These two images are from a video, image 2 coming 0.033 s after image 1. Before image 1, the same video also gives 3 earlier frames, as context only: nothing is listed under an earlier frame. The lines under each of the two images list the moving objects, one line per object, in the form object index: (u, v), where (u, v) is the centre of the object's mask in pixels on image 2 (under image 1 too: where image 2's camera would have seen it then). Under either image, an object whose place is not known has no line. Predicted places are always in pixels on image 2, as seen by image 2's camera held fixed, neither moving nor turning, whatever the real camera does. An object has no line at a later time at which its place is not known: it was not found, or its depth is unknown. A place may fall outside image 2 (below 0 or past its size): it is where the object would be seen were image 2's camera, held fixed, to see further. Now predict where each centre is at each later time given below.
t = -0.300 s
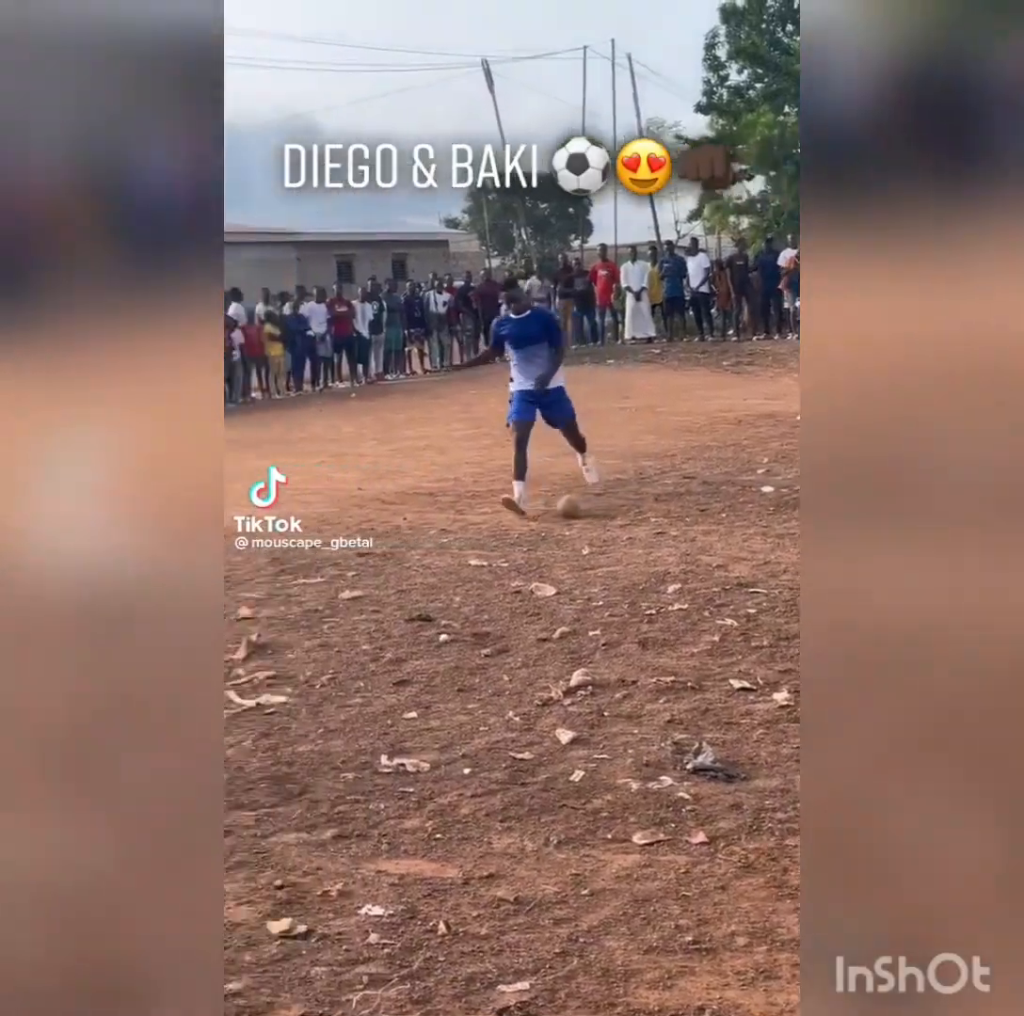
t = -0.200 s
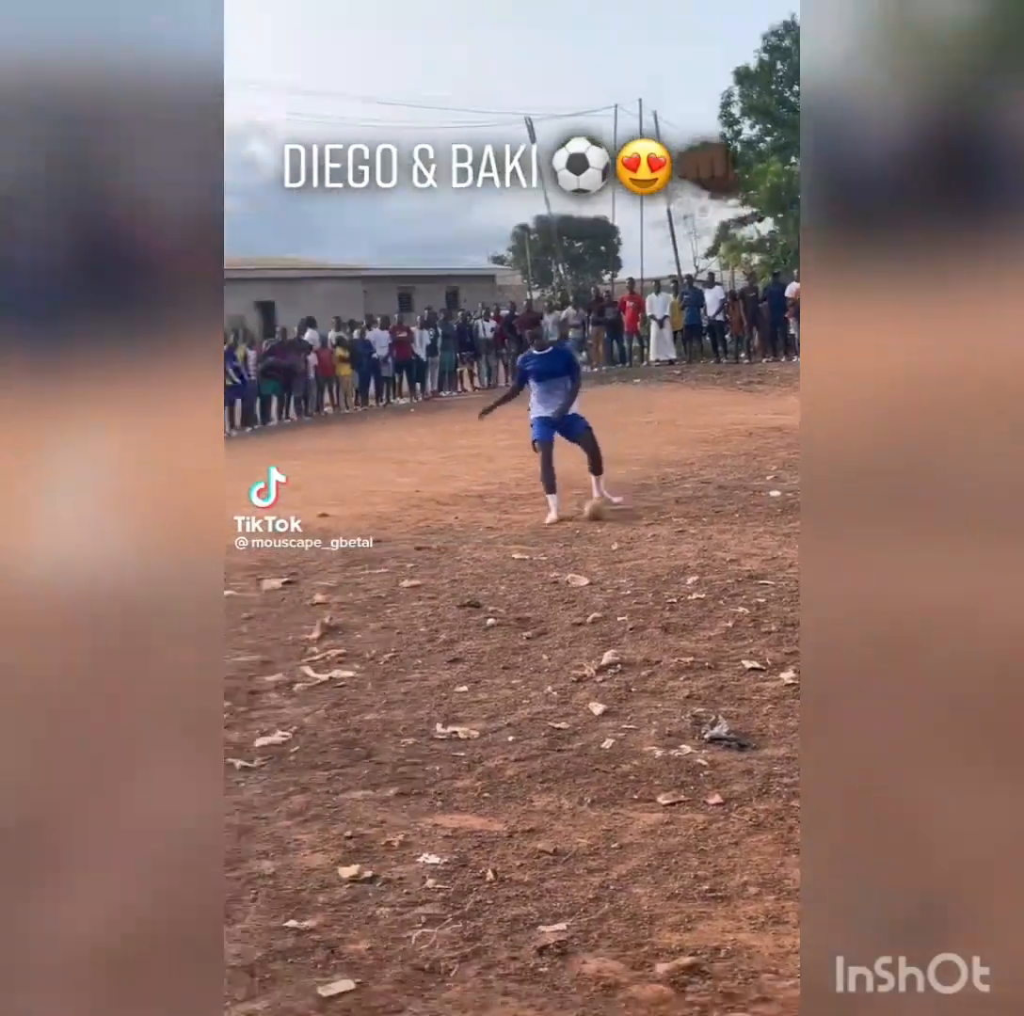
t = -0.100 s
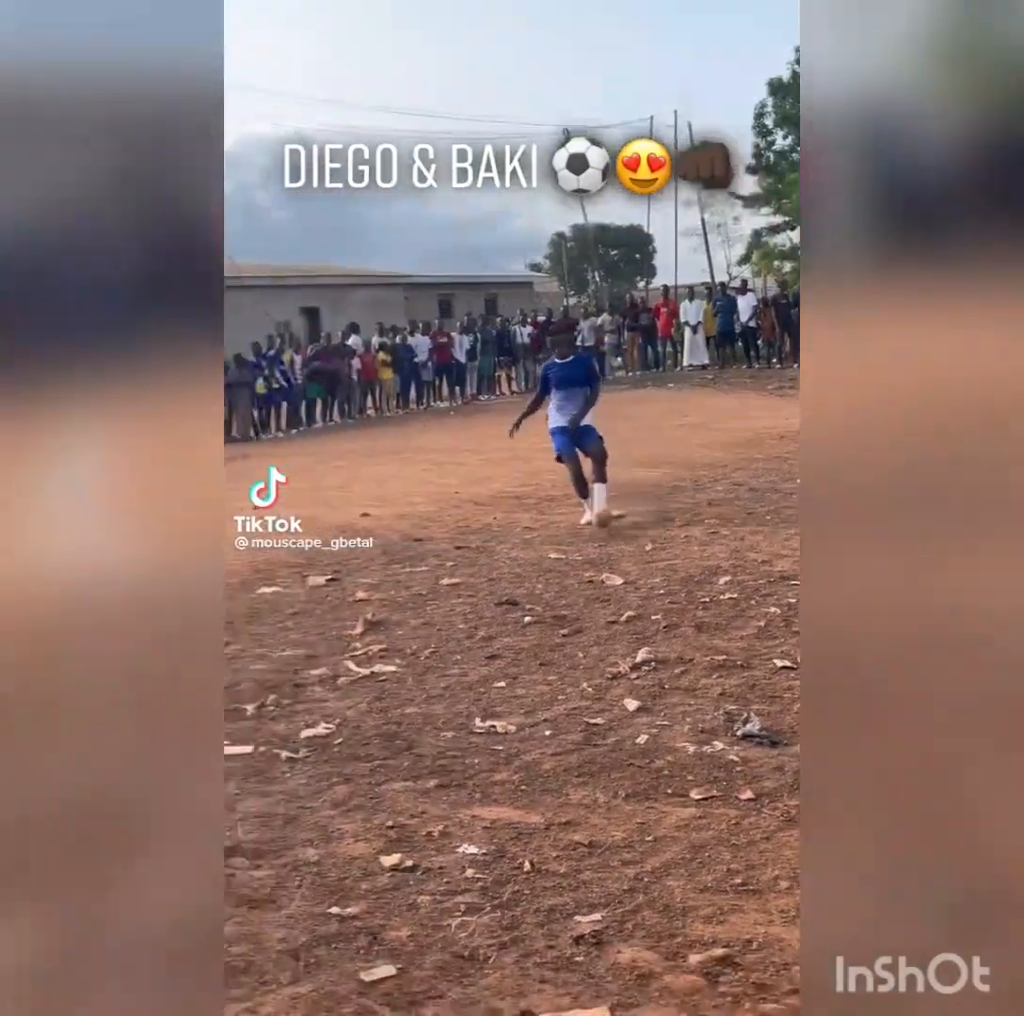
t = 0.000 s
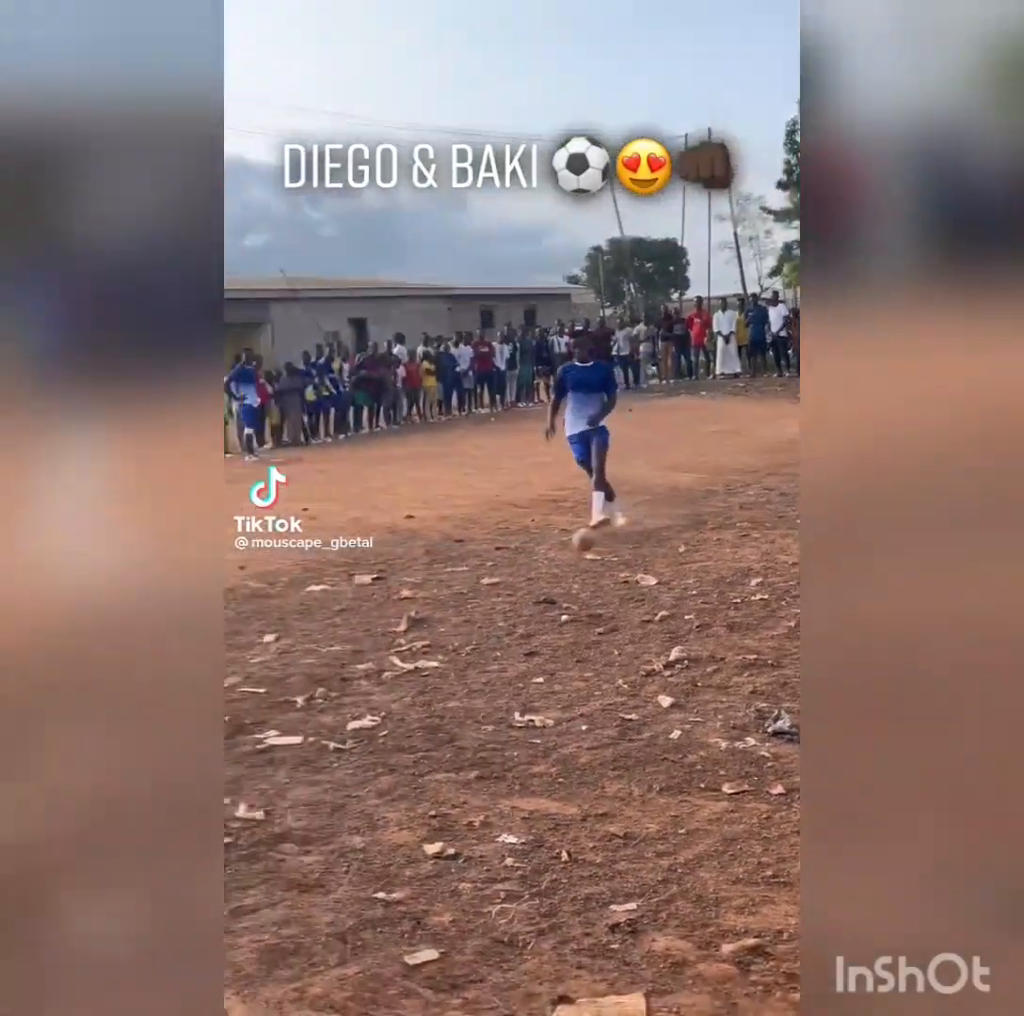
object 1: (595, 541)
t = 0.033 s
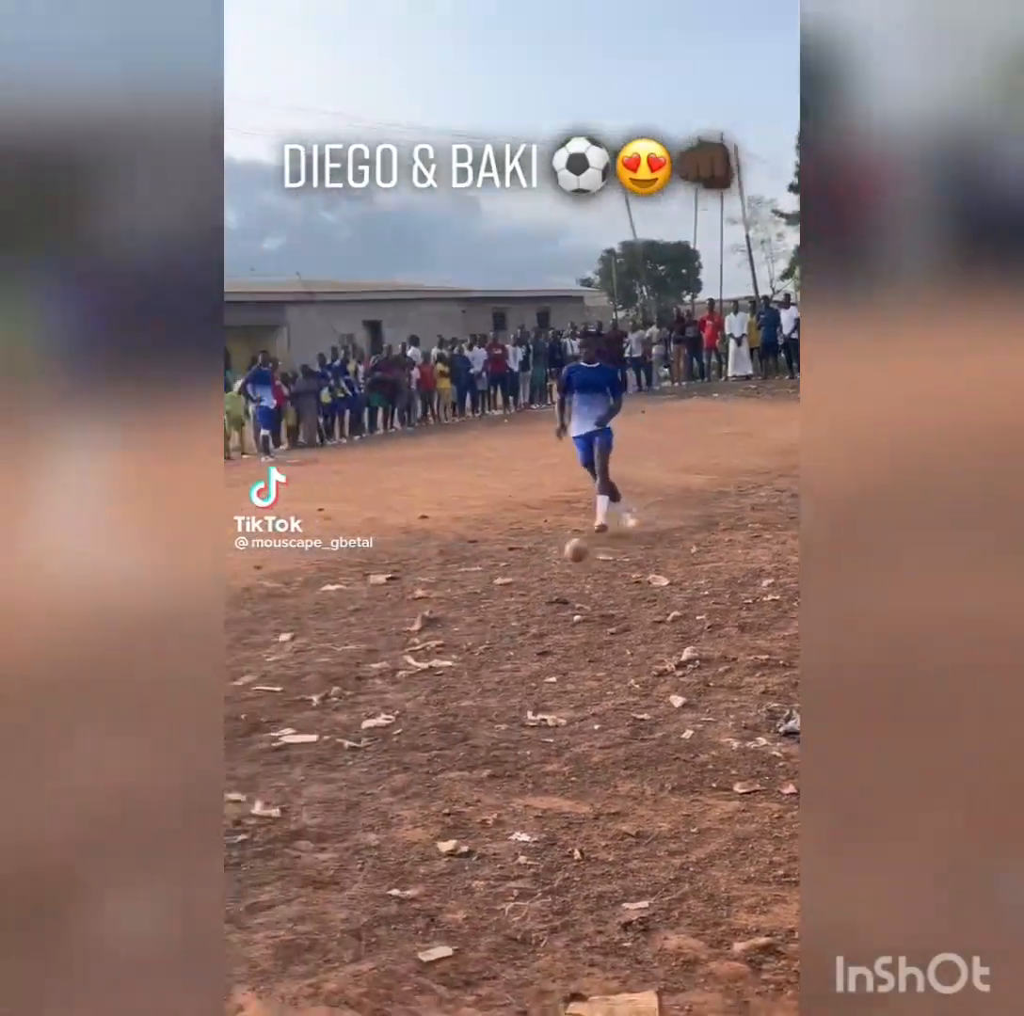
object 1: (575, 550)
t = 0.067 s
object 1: (555, 562)
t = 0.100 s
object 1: (531, 575)
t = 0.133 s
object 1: (505, 592)
